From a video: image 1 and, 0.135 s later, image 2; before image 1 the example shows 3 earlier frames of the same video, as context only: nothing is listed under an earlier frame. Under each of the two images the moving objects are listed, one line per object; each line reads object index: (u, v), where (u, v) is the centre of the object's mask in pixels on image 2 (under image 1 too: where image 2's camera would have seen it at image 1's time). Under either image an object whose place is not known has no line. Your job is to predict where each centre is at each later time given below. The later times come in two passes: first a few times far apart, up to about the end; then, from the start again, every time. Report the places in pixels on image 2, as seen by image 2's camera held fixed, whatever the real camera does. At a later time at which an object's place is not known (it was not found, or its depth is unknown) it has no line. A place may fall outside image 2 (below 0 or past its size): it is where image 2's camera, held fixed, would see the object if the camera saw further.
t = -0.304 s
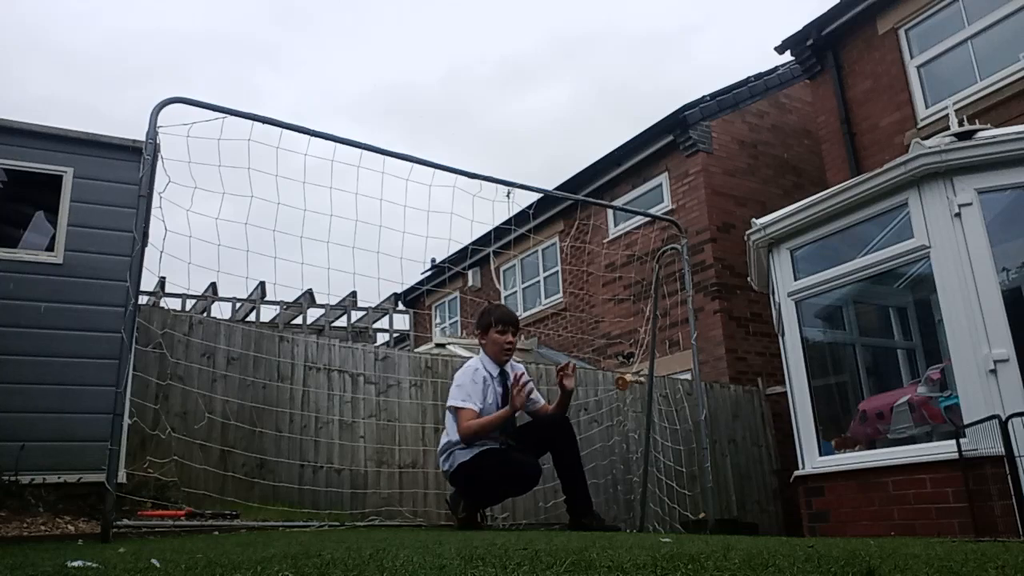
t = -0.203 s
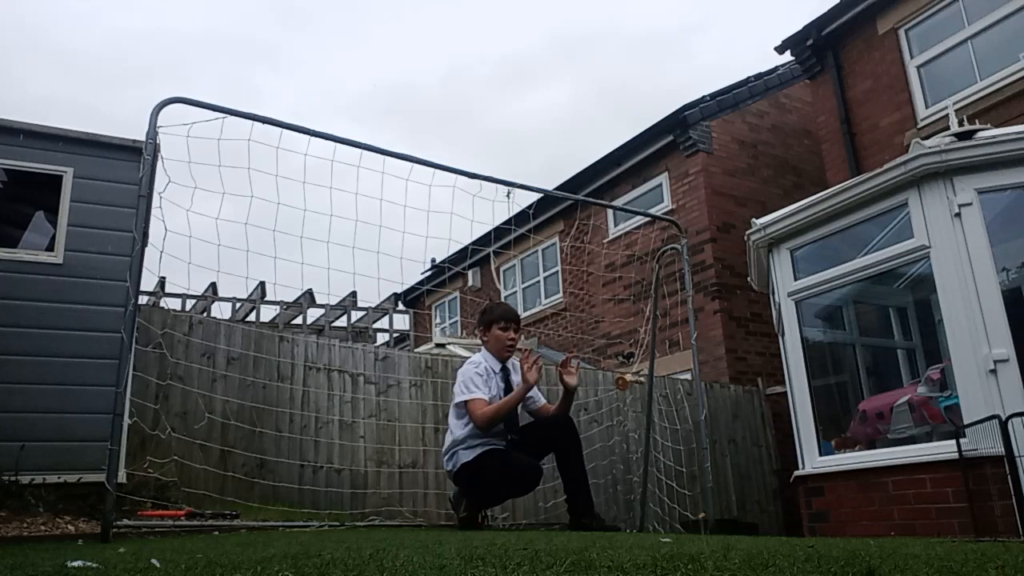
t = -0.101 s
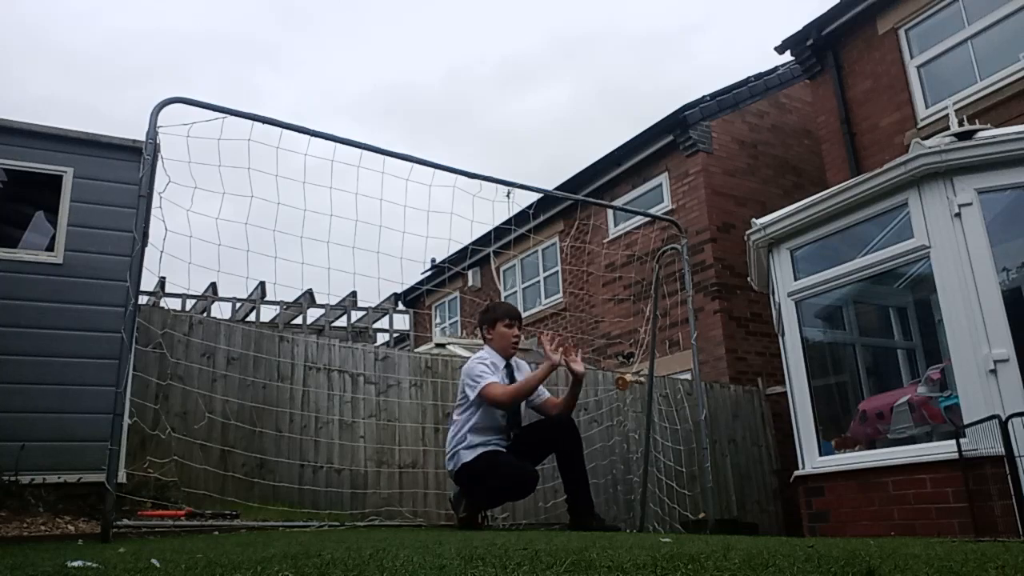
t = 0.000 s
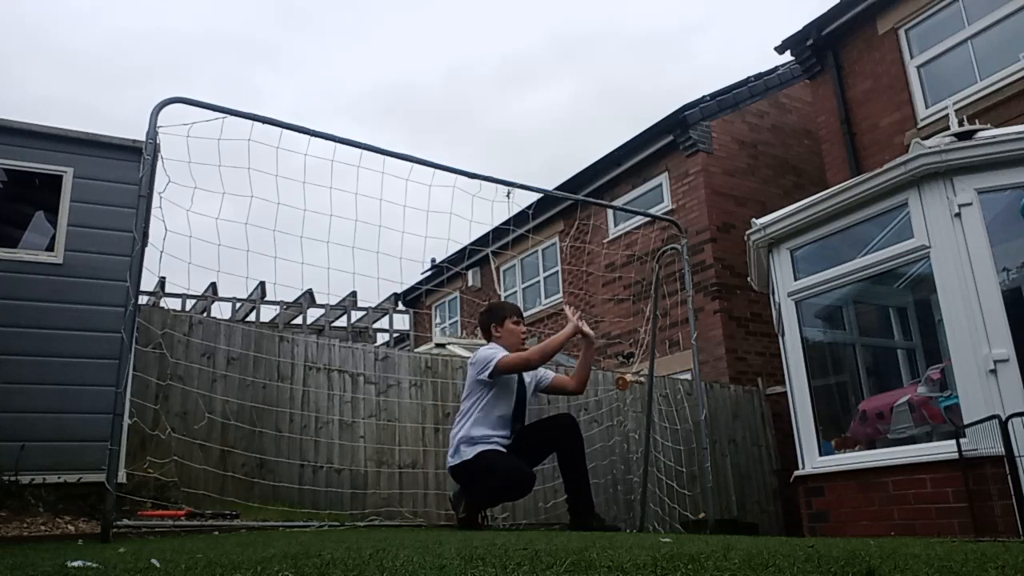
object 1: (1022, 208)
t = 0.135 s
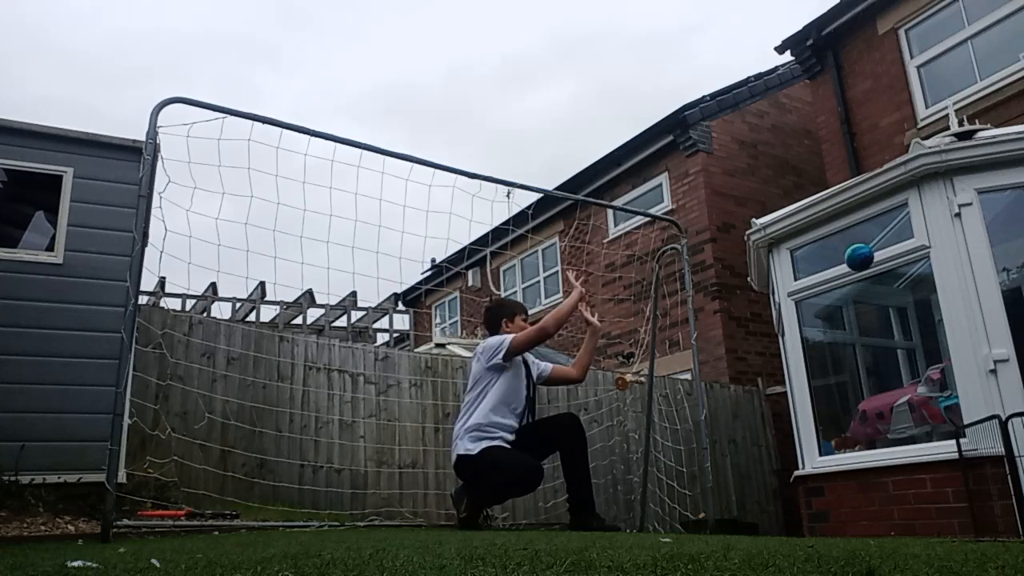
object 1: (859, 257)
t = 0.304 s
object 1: (735, 339)
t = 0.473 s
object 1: (663, 433)
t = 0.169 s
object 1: (828, 273)
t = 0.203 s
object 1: (800, 289)
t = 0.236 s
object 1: (776, 305)
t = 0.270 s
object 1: (754, 322)
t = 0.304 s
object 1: (735, 339)
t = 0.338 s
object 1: (718, 357)
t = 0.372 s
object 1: (705, 376)
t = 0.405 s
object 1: (687, 394)
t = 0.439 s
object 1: (675, 414)
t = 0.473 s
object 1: (663, 433)
